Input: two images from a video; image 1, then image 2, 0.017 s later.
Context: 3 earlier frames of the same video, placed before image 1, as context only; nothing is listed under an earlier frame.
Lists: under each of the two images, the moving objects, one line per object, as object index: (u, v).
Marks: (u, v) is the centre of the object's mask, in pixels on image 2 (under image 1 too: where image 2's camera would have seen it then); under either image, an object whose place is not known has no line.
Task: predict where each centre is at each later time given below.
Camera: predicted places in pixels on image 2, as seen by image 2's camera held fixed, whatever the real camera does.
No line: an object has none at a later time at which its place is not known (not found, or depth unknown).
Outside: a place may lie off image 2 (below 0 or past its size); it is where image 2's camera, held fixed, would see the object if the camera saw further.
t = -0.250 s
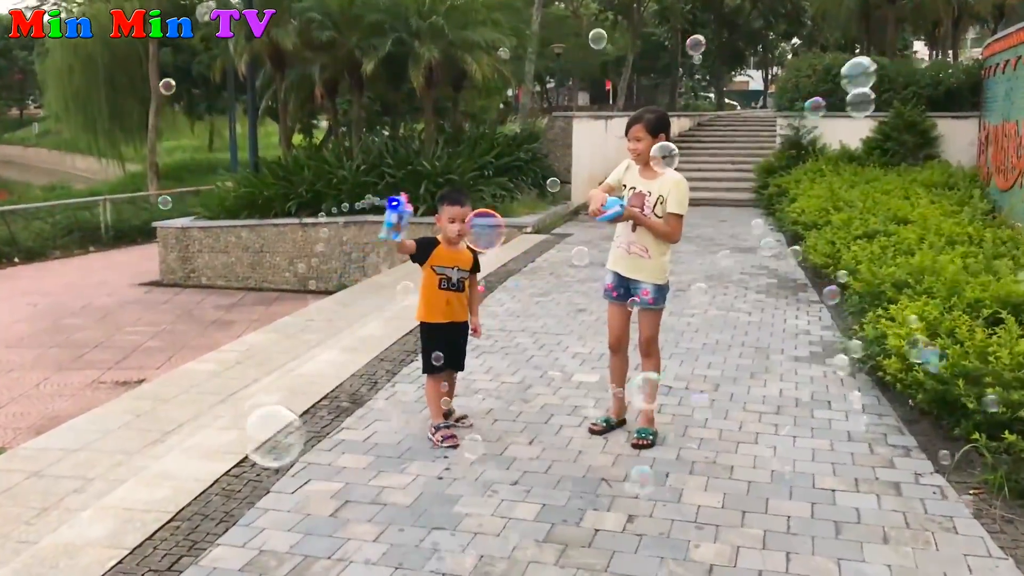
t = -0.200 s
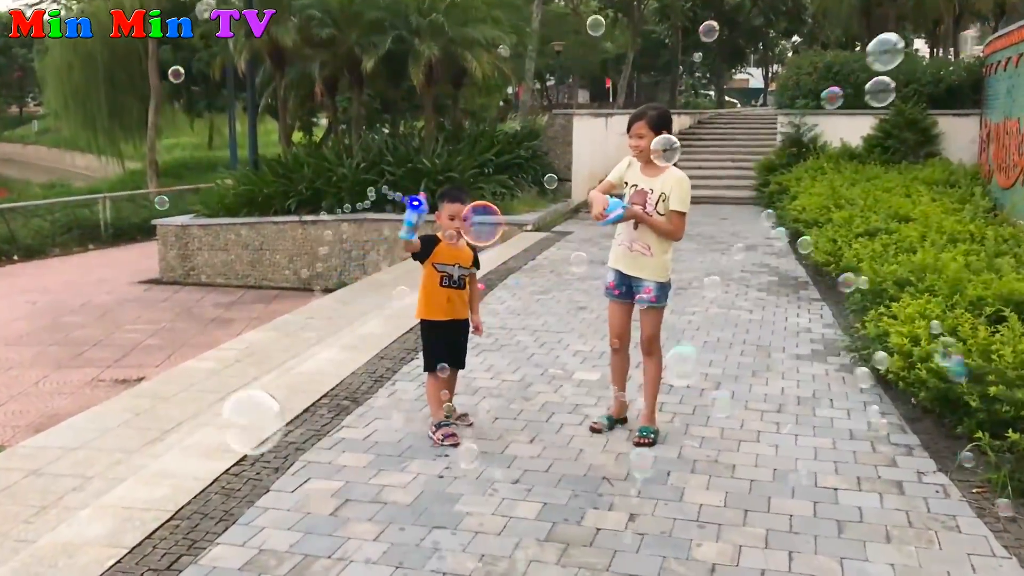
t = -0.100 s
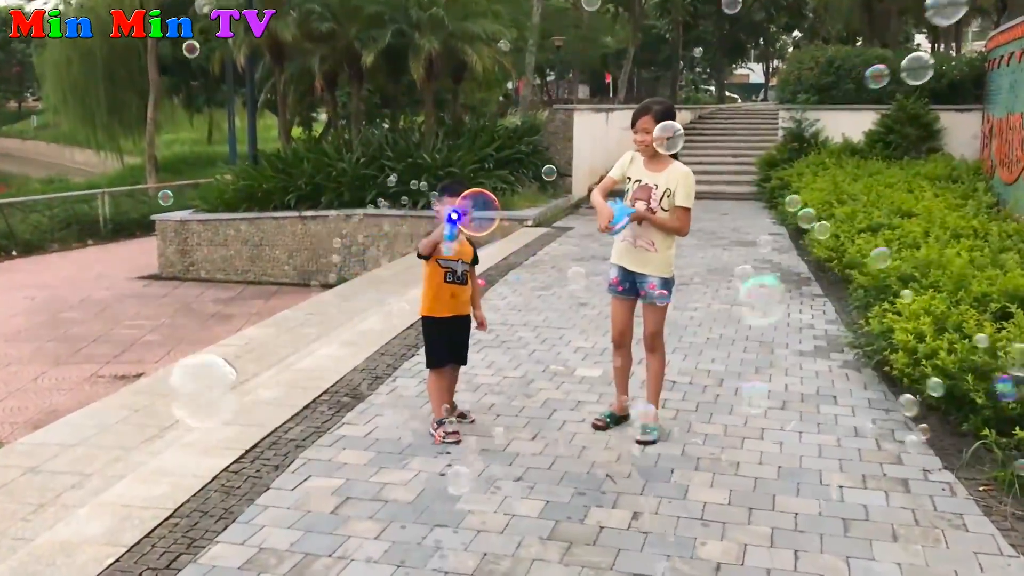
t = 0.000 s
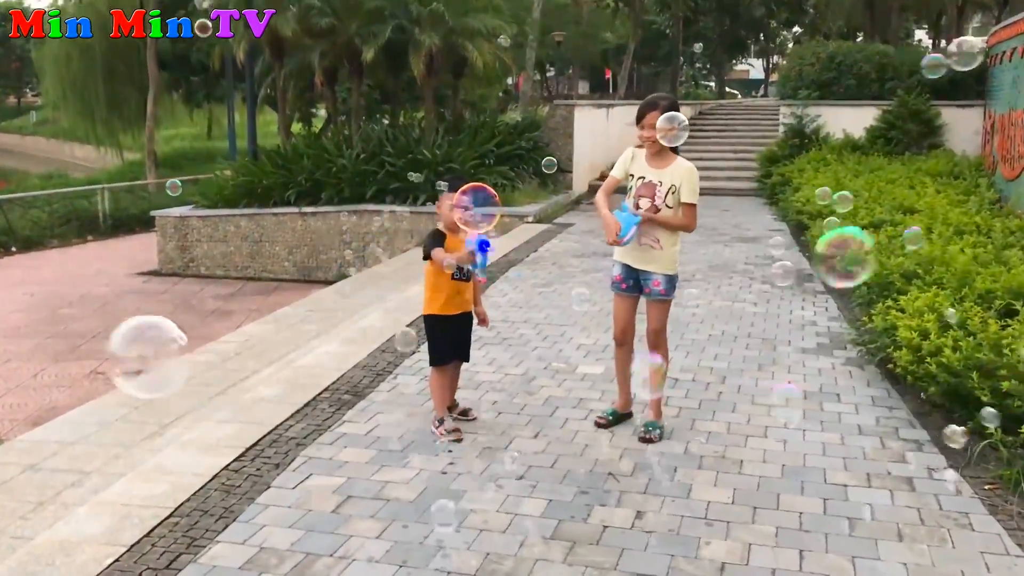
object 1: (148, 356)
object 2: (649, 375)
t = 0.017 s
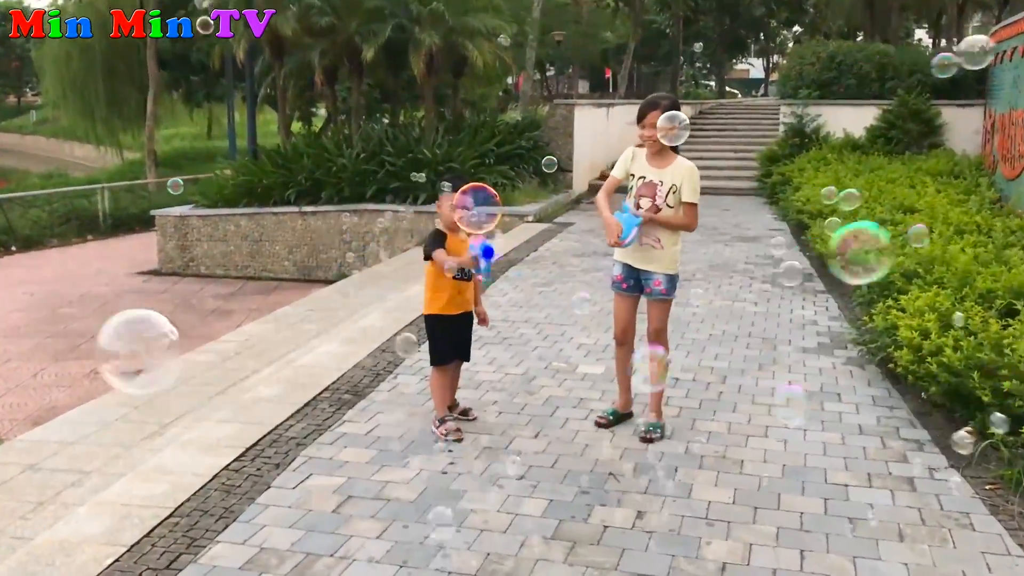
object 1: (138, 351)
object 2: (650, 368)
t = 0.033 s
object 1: (129, 346)
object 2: (651, 360)
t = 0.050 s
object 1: (119, 342)
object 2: (654, 351)
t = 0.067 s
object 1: (110, 337)
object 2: (656, 343)
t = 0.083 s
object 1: (100, 332)
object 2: (662, 332)
